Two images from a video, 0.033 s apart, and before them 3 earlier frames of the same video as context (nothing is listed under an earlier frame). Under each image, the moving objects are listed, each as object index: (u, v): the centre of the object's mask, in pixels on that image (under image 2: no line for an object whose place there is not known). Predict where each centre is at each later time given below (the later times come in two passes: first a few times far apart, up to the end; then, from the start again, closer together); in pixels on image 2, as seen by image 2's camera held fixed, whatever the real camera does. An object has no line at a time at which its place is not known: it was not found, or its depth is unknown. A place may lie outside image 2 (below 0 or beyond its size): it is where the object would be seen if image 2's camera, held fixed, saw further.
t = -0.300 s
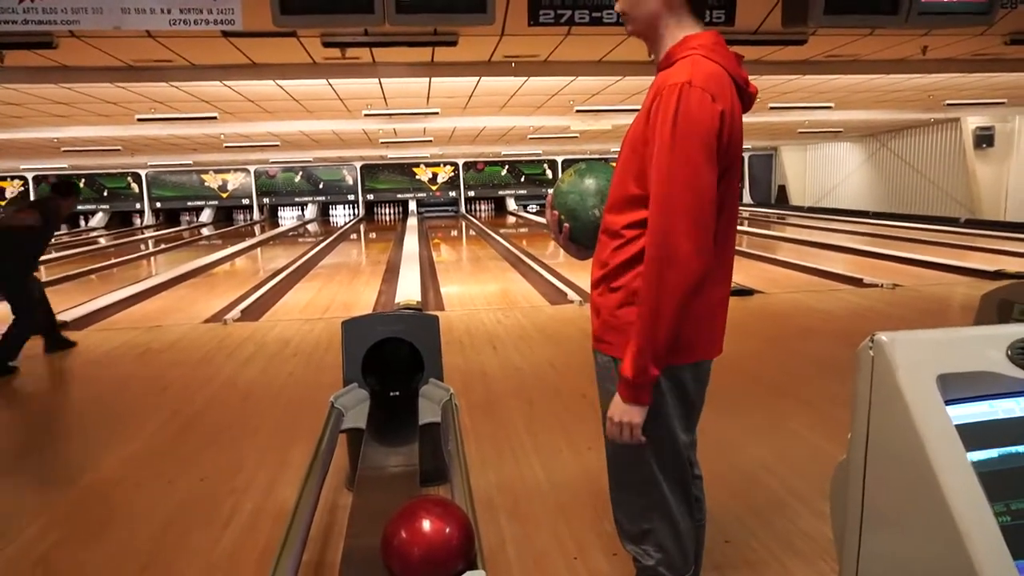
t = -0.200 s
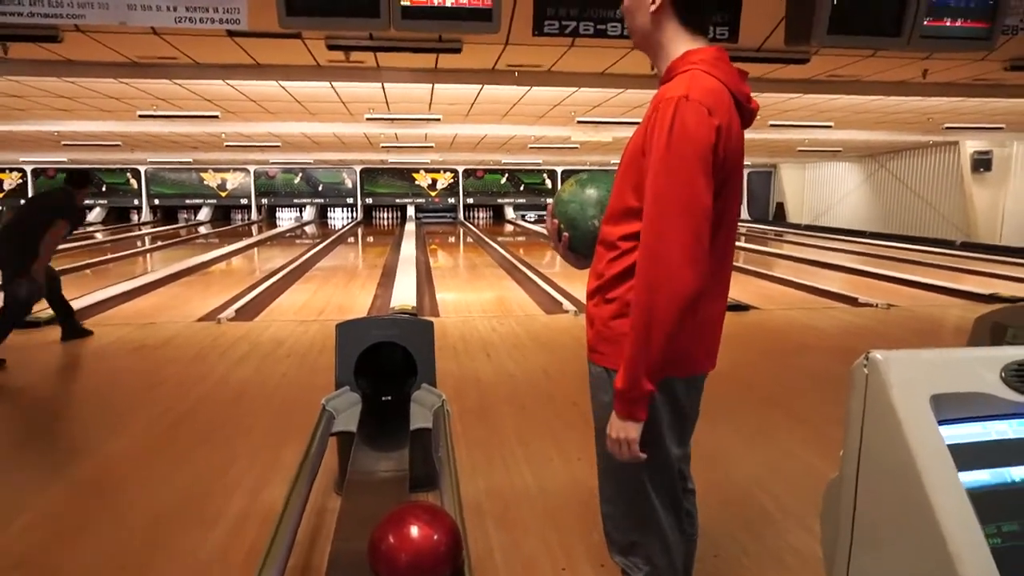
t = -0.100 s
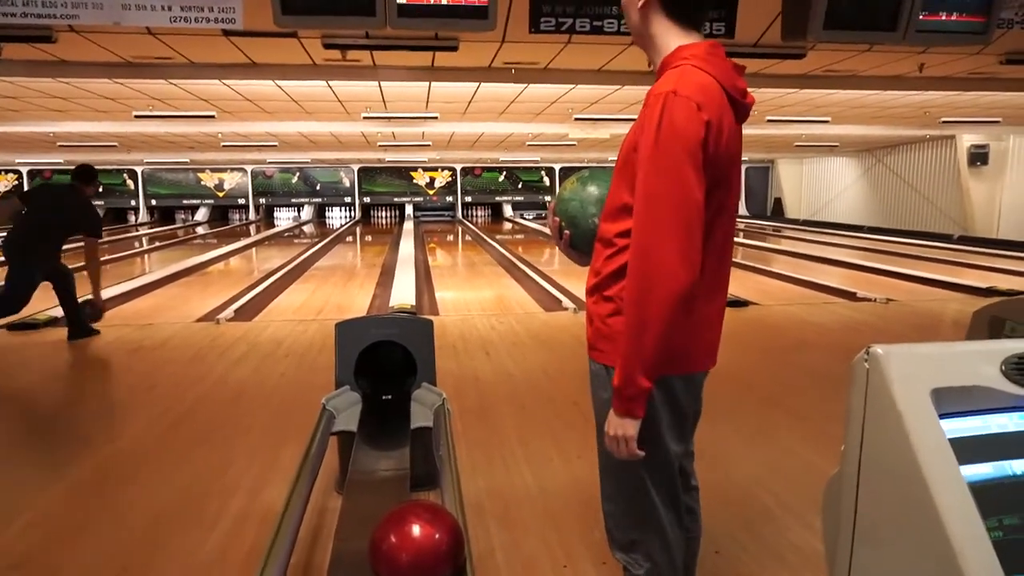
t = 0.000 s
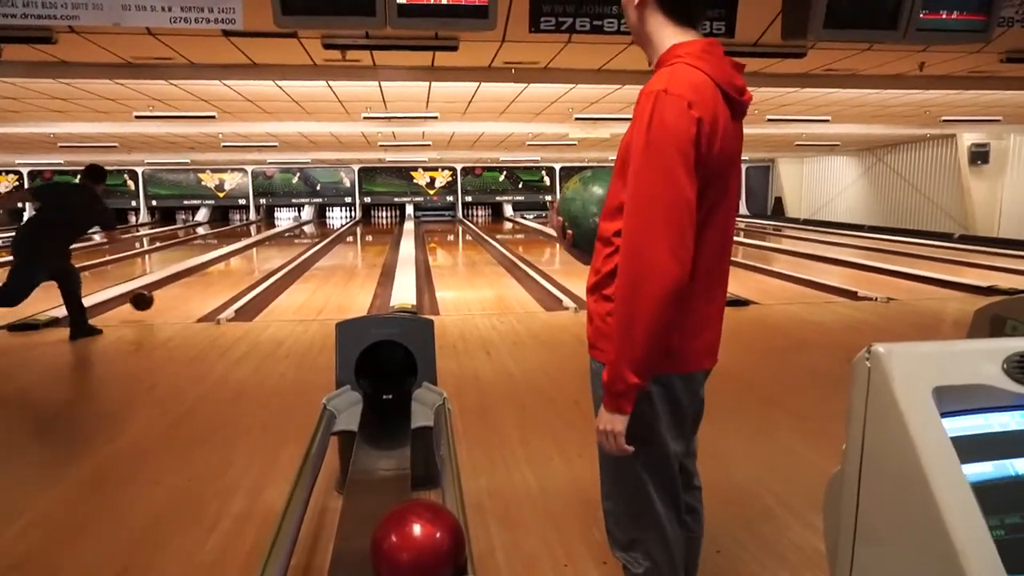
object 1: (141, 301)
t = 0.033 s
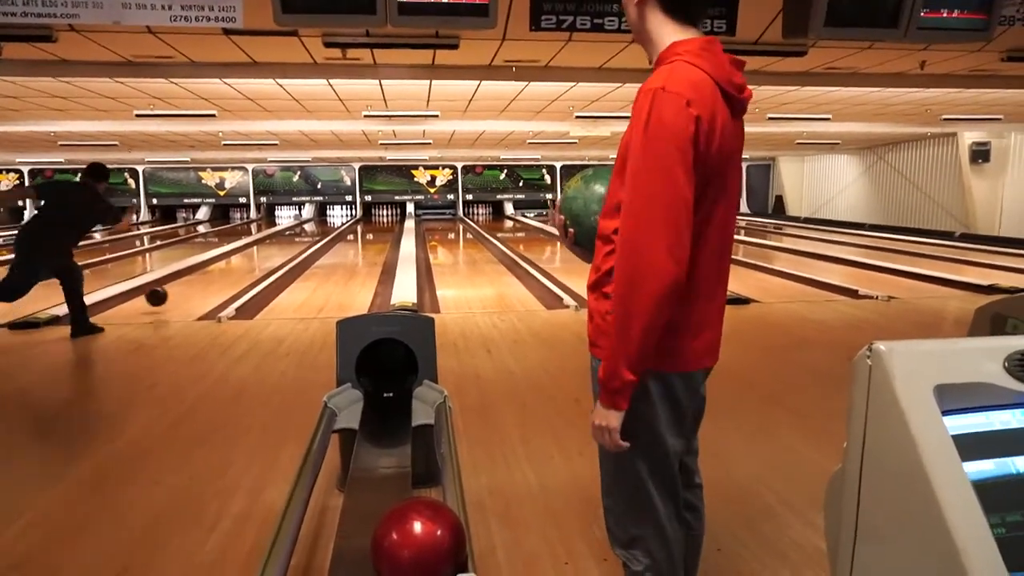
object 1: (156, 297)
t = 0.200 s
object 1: (209, 280)
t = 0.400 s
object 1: (252, 262)
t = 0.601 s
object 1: (282, 251)
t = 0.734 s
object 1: (297, 244)
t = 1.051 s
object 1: (320, 235)
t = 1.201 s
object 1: (327, 231)
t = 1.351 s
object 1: (329, 234)
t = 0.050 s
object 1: (162, 296)
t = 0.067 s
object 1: (168, 295)
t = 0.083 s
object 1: (175, 294)
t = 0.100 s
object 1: (180, 292)
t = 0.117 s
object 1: (185, 289)
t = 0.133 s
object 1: (190, 287)
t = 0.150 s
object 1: (195, 285)
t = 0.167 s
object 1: (200, 283)
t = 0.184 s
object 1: (205, 281)
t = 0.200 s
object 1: (209, 280)
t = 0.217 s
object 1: (213, 278)
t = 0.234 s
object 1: (217, 276)
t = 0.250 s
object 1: (222, 274)
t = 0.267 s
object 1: (226, 273)
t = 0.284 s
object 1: (229, 271)
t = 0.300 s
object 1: (233, 270)
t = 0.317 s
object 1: (236, 269)
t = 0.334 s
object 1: (240, 268)
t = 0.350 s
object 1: (243, 266)
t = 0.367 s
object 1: (246, 265)
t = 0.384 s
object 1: (249, 264)
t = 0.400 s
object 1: (252, 262)
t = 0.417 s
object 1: (255, 261)
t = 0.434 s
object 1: (258, 260)
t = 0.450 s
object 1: (261, 259)
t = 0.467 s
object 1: (263, 258)
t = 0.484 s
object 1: (266, 258)
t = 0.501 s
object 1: (269, 257)
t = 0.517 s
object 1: (271, 255)
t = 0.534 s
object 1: (273, 254)
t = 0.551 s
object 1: (276, 253)
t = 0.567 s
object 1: (278, 252)
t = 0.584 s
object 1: (280, 252)
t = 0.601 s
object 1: (282, 251)
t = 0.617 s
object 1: (284, 250)
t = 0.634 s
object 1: (286, 249)
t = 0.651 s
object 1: (288, 248)
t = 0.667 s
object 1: (290, 247)
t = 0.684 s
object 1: (292, 247)
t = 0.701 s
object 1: (294, 246)
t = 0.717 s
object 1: (296, 245)
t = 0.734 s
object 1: (297, 244)
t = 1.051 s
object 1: (320, 235)
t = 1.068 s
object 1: (321, 235)
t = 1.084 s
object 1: (323, 233)
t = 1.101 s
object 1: (324, 234)
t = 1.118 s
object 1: (325, 234)
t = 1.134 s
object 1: (326, 231)
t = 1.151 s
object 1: (326, 232)
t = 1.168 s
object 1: (325, 232)
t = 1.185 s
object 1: (327, 232)
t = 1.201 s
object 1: (327, 231)
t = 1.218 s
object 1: (328, 231)
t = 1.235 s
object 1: (330, 230)
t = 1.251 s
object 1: (330, 231)
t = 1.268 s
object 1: (329, 232)
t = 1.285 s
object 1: (329, 232)
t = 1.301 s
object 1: (329, 232)
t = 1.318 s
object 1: (330, 231)
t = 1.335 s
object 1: (329, 231)
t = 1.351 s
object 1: (329, 234)
